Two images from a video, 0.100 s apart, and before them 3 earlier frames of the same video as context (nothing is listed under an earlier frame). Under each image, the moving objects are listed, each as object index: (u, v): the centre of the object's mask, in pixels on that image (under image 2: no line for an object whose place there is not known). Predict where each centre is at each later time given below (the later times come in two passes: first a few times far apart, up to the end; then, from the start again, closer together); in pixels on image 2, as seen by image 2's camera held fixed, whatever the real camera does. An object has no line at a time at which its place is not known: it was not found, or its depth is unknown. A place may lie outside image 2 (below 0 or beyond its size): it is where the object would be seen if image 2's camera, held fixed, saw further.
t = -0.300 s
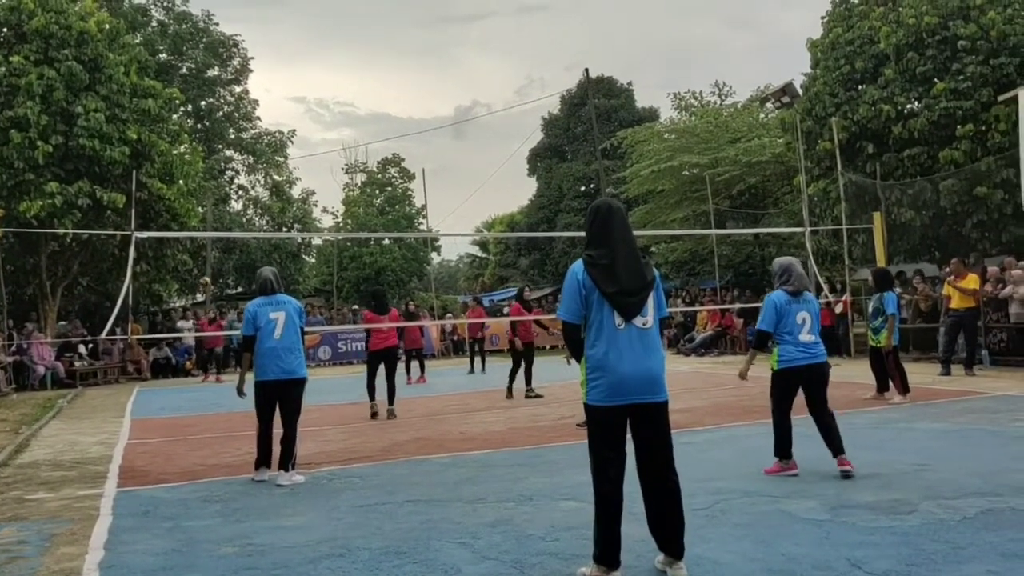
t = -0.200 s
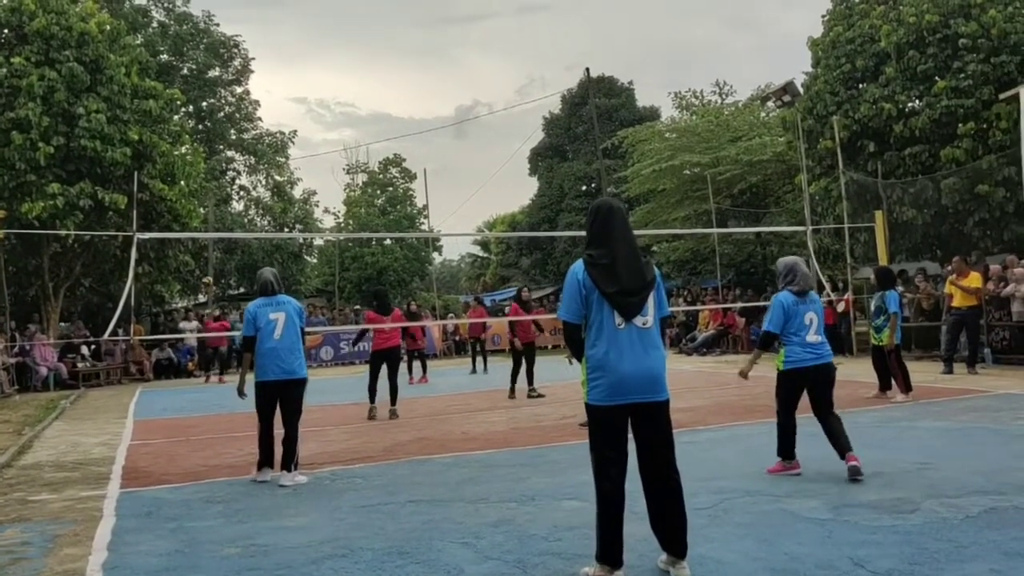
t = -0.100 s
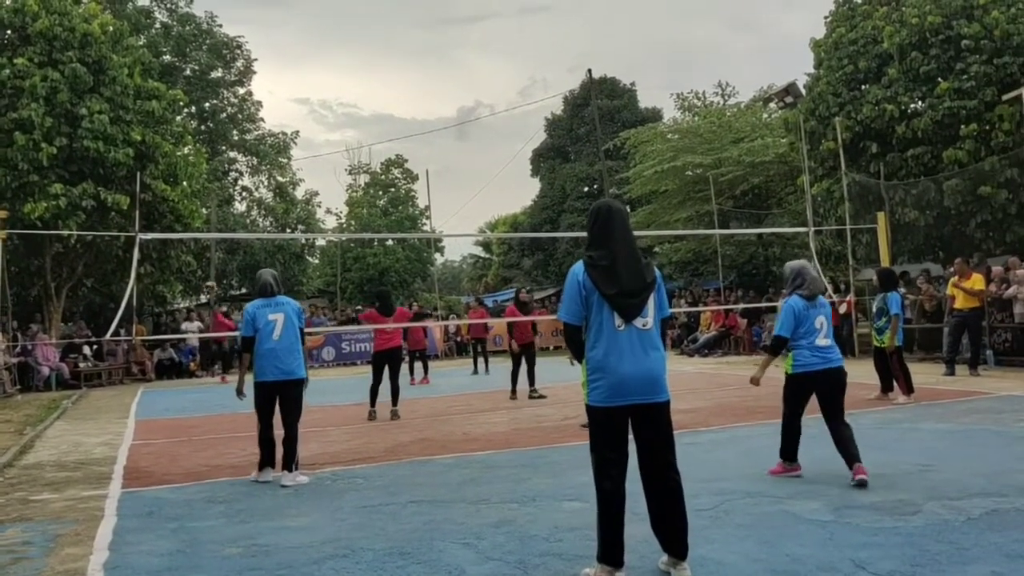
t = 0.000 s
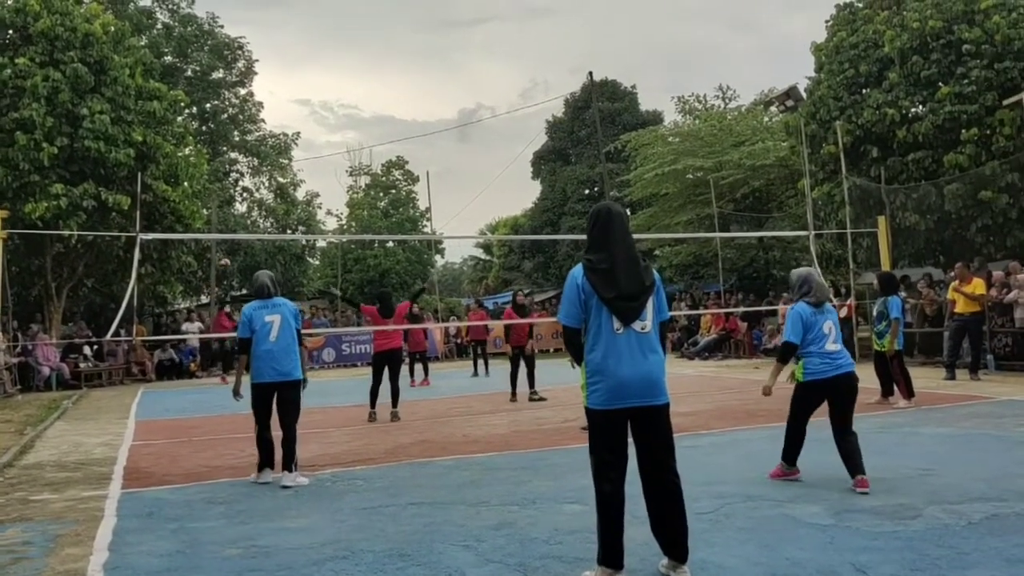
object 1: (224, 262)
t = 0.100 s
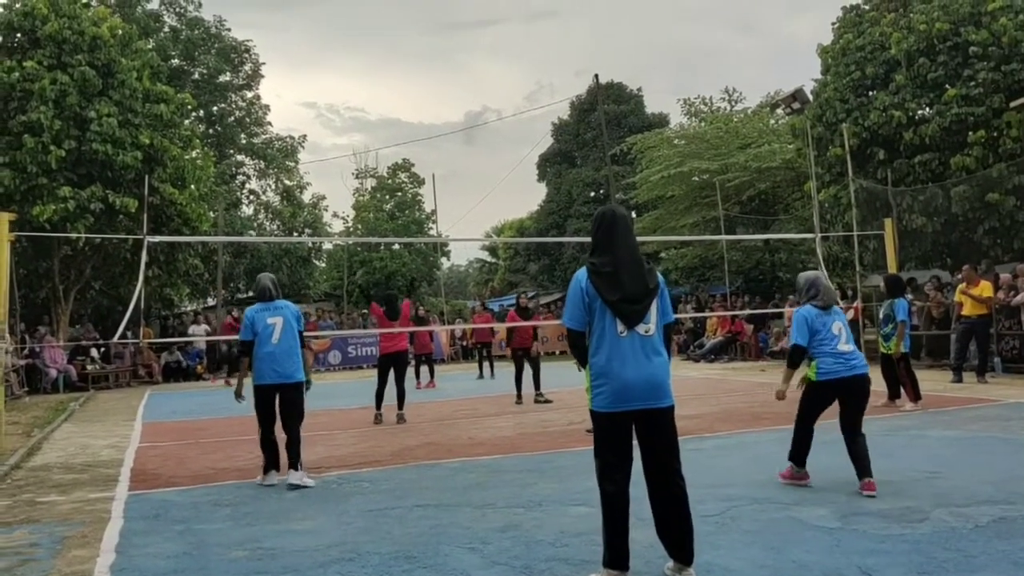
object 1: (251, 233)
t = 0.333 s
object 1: (304, 174)
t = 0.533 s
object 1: (361, 134)
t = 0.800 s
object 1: (461, 108)
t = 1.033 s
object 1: (592, 135)
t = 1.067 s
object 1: (616, 146)
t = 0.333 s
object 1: (304, 174)
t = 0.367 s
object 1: (313, 167)
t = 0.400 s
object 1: (322, 160)
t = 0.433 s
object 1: (331, 153)
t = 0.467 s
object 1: (341, 146)
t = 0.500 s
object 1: (351, 140)
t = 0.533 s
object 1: (361, 134)
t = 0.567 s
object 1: (372, 128)
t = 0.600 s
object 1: (383, 124)
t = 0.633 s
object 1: (394, 119)
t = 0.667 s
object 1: (407, 116)
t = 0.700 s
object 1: (419, 113)
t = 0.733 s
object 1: (433, 110)
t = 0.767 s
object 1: (447, 109)
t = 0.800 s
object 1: (461, 108)
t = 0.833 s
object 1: (477, 108)
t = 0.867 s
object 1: (493, 110)
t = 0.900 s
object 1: (510, 112)
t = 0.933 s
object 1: (529, 116)
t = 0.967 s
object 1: (548, 122)
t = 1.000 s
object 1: (569, 128)
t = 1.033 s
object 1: (592, 135)
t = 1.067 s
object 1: (616, 146)
